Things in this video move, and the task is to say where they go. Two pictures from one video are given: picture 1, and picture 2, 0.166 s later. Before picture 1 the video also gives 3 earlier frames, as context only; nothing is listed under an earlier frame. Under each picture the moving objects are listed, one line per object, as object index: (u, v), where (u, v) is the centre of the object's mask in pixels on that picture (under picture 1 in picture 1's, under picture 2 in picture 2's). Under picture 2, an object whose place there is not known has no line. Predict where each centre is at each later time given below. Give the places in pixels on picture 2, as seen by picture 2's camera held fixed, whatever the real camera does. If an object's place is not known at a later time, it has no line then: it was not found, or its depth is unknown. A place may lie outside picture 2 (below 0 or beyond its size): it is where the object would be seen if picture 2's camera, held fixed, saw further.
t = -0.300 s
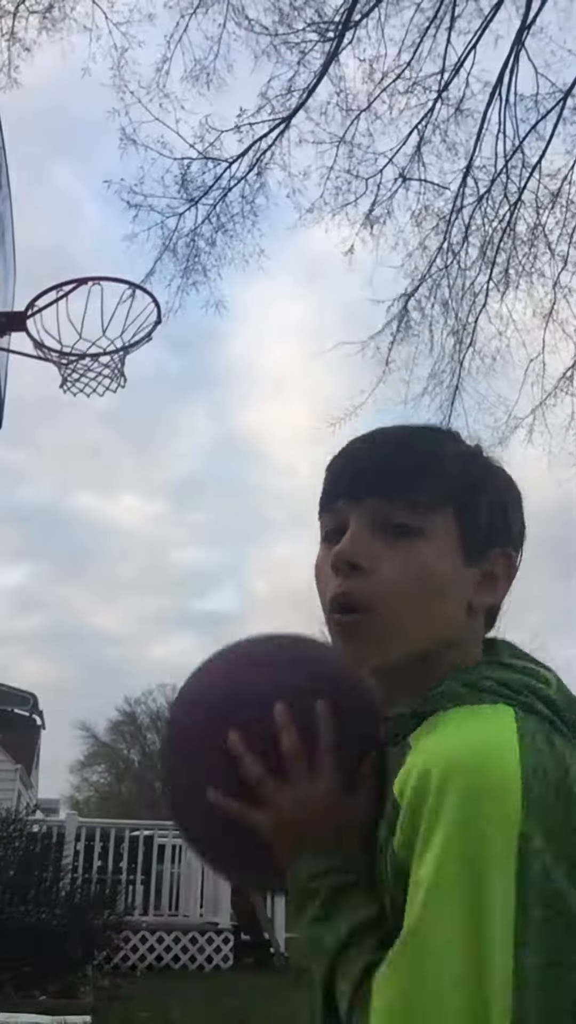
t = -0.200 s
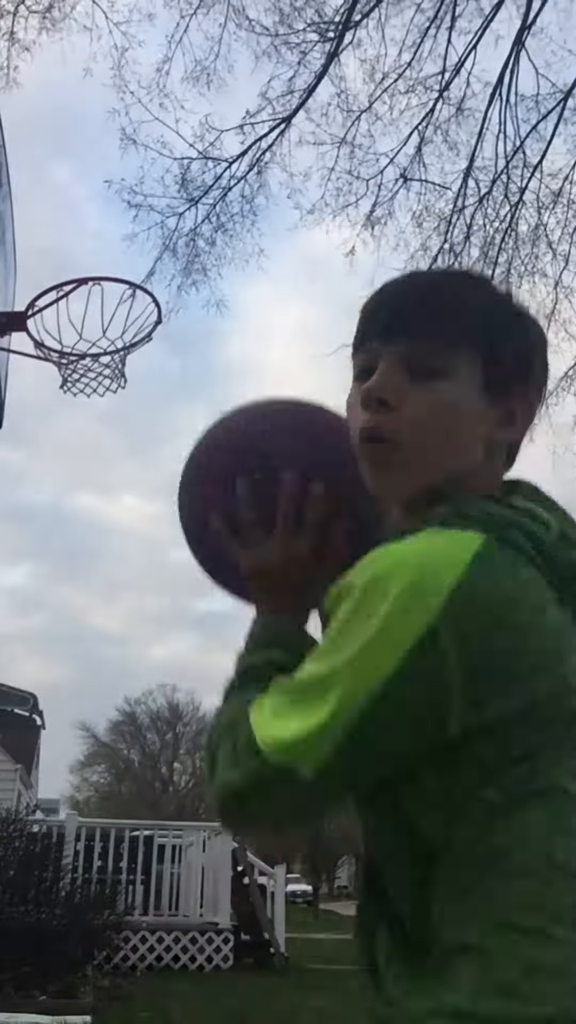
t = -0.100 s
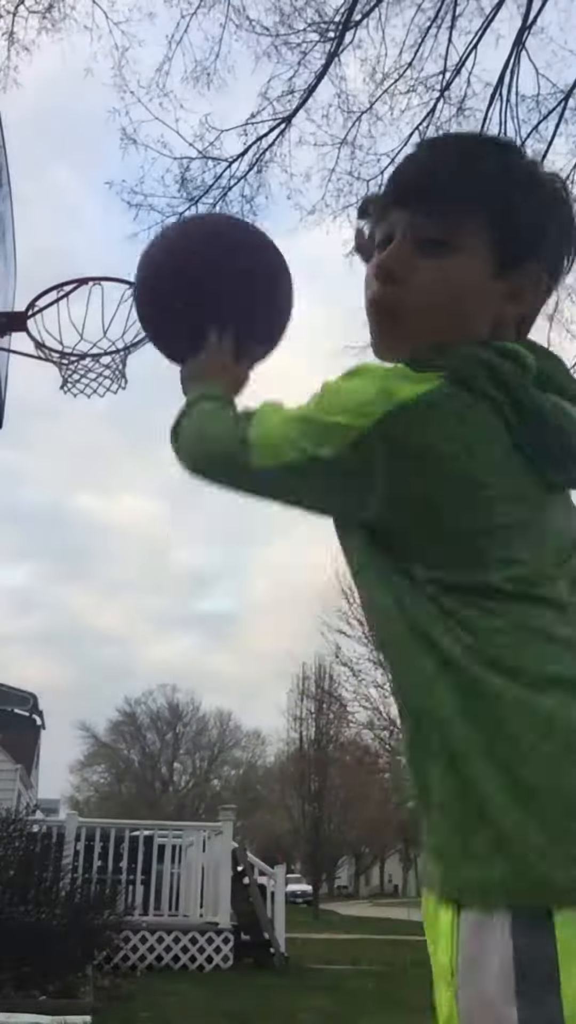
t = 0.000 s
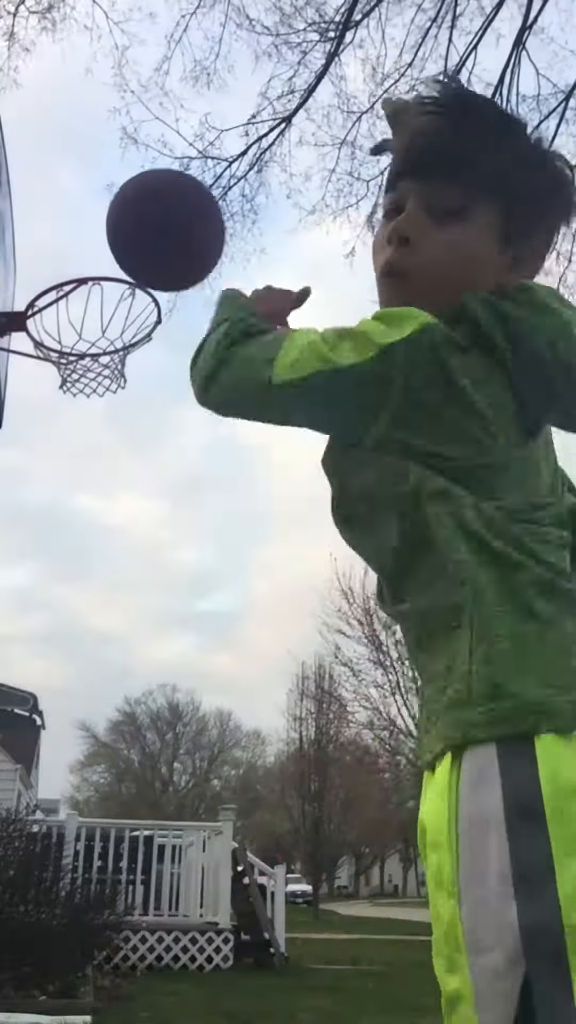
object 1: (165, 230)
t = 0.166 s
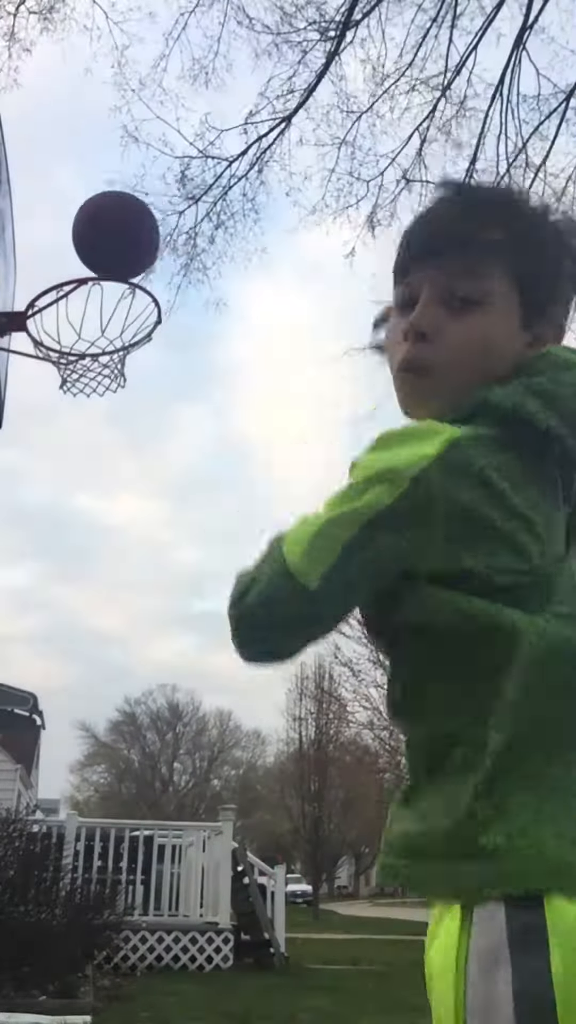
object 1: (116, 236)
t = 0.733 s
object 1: (49, 937)
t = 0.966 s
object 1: (54, 938)
